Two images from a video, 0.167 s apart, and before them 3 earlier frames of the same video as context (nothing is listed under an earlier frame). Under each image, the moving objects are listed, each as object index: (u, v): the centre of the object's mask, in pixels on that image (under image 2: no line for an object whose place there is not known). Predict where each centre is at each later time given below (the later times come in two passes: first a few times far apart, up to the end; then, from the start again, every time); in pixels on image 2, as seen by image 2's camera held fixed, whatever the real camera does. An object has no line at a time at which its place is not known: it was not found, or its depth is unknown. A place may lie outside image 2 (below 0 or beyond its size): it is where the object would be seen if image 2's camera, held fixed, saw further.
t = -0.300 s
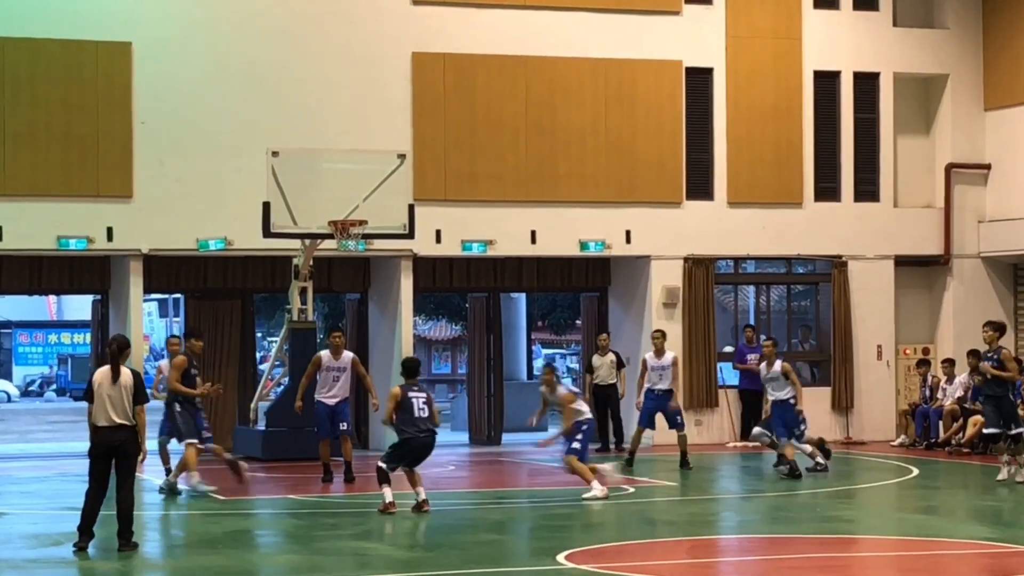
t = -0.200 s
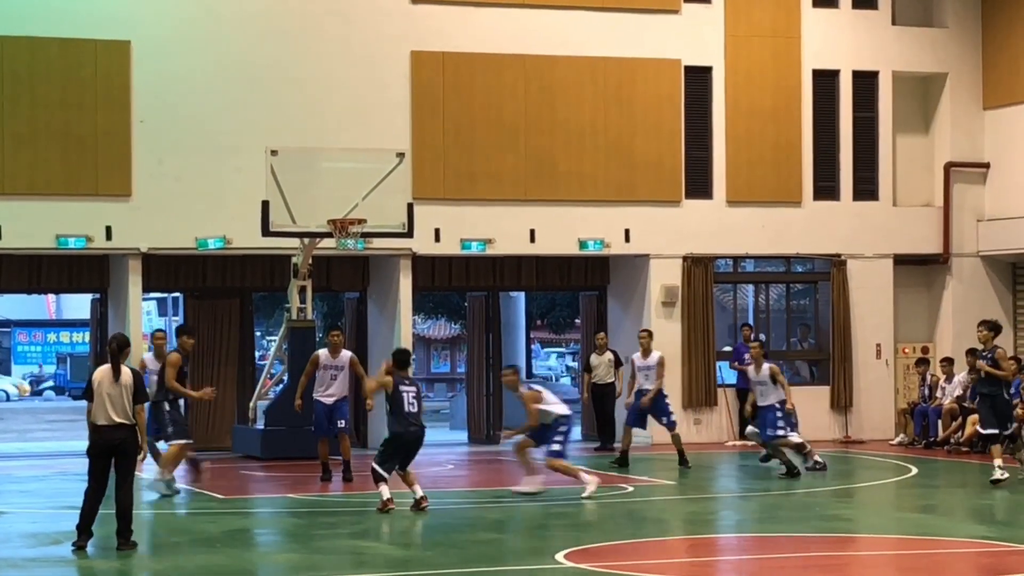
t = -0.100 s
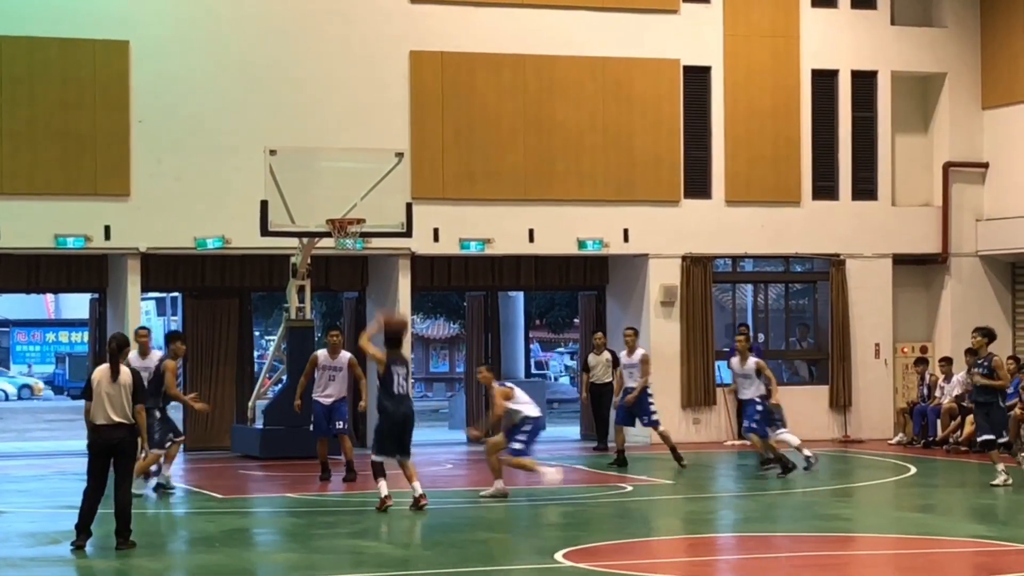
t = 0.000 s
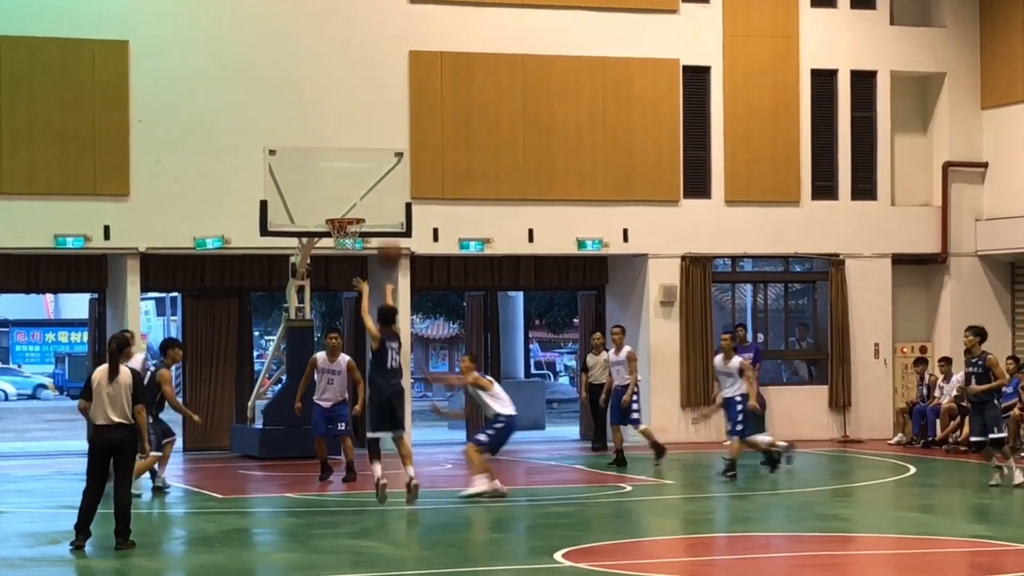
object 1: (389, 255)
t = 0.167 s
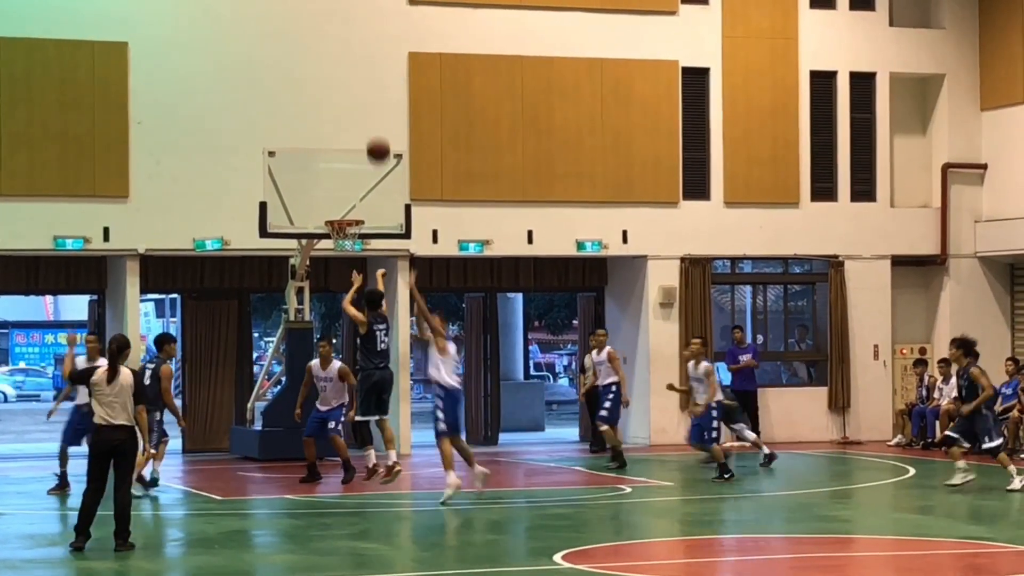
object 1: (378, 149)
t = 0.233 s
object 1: (375, 117)
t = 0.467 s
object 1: (362, 44)
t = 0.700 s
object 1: (352, 24)
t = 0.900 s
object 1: (345, 45)
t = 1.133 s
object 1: (338, 109)
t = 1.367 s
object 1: (332, 208)
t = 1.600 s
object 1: (339, 158)
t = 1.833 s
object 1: (348, 142)
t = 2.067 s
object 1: (358, 169)
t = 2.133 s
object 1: (360, 185)
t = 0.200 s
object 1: (376, 133)
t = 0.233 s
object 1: (375, 117)
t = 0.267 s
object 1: (373, 103)
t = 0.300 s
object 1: (371, 90)
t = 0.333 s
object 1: (369, 79)
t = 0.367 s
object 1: (368, 69)
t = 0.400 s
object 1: (366, 59)
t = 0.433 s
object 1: (364, 52)
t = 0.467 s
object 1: (362, 44)
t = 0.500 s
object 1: (361, 38)
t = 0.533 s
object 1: (359, 34)
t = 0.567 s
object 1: (358, 30)
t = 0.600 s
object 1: (356, 27)
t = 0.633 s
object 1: (355, 25)
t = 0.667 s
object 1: (354, 24)
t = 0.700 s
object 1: (352, 24)
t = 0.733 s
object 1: (351, 26)
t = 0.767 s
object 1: (350, 28)
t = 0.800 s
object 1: (348, 31)
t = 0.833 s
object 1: (347, 35)
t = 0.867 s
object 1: (346, 40)
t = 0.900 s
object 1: (345, 45)
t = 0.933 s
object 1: (344, 52)
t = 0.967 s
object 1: (343, 59)
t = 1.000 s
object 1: (342, 68)
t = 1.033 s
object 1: (341, 77)
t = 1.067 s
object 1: (340, 87)
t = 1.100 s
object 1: (339, 97)
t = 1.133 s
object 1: (338, 109)
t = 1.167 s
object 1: (337, 121)
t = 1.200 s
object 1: (336, 134)
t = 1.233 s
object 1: (336, 147)
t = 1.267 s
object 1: (335, 162)
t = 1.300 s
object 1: (334, 177)
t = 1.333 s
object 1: (333, 193)
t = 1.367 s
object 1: (332, 208)
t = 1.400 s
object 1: (332, 205)
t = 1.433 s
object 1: (332, 195)
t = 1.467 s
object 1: (334, 186)
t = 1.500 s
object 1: (335, 177)
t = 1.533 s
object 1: (336, 170)
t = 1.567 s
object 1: (337, 164)
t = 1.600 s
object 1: (339, 158)
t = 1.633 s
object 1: (340, 153)
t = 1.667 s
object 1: (341, 149)
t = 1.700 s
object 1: (343, 146)
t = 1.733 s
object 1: (344, 144)
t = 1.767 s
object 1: (345, 142)
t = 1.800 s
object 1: (347, 141)
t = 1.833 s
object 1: (348, 142)
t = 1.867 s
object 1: (349, 143)
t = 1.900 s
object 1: (351, 145)
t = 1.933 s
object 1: (352, 148)
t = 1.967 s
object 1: (354, 152)
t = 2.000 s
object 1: (355, 157)
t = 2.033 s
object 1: (356, 163)
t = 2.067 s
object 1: (358, 169)
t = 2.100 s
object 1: (359, 177)
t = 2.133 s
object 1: (360, 185)
